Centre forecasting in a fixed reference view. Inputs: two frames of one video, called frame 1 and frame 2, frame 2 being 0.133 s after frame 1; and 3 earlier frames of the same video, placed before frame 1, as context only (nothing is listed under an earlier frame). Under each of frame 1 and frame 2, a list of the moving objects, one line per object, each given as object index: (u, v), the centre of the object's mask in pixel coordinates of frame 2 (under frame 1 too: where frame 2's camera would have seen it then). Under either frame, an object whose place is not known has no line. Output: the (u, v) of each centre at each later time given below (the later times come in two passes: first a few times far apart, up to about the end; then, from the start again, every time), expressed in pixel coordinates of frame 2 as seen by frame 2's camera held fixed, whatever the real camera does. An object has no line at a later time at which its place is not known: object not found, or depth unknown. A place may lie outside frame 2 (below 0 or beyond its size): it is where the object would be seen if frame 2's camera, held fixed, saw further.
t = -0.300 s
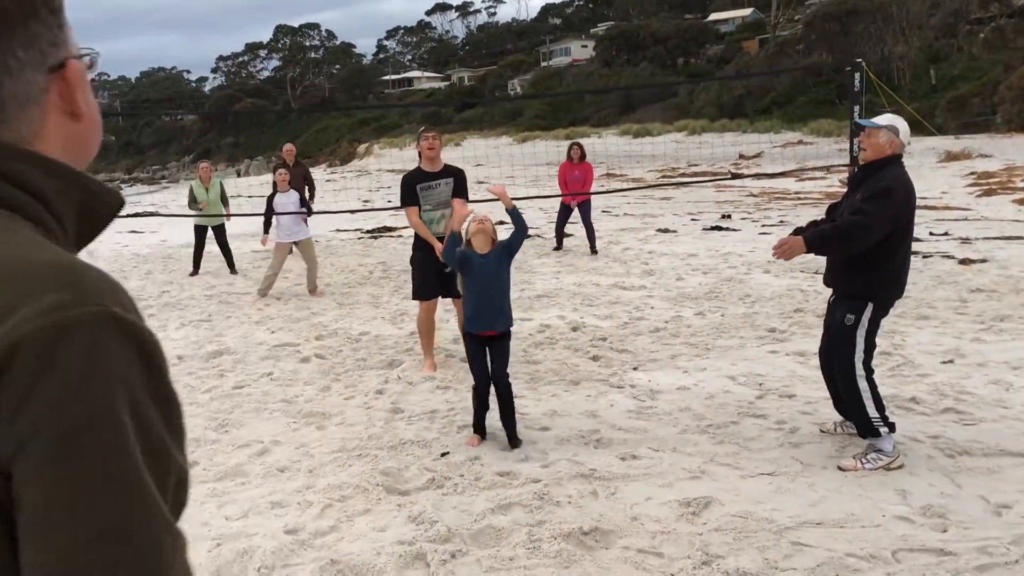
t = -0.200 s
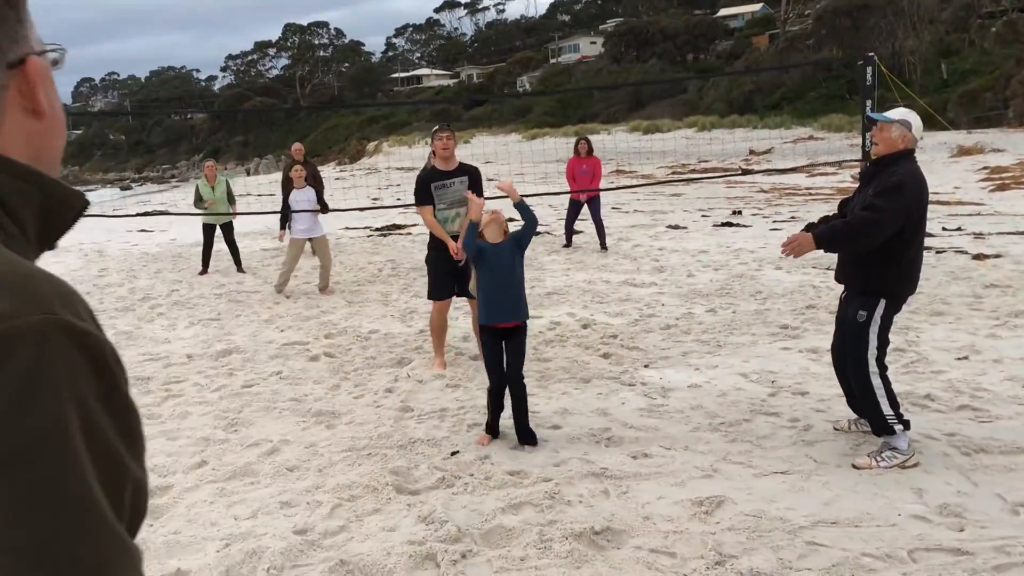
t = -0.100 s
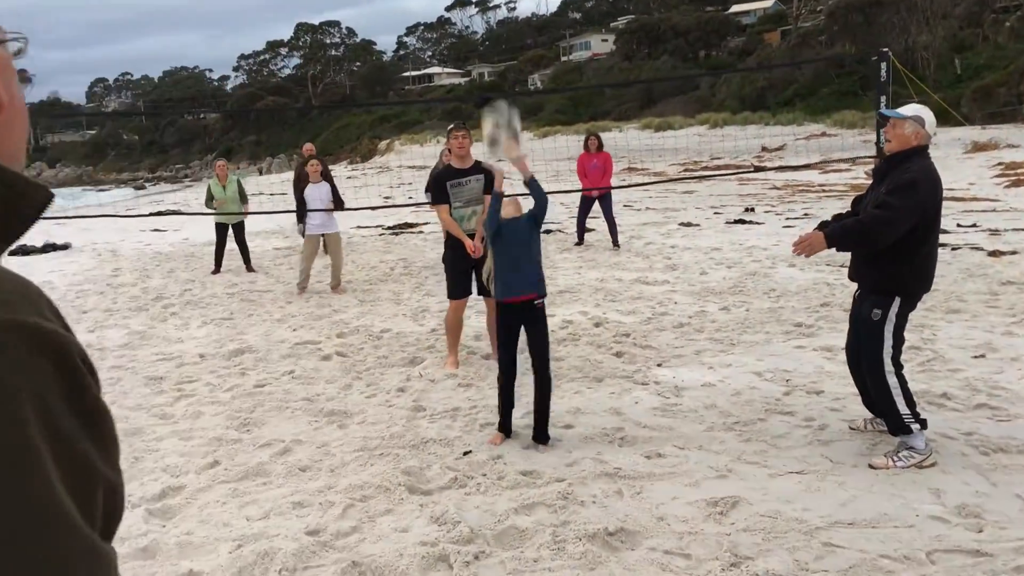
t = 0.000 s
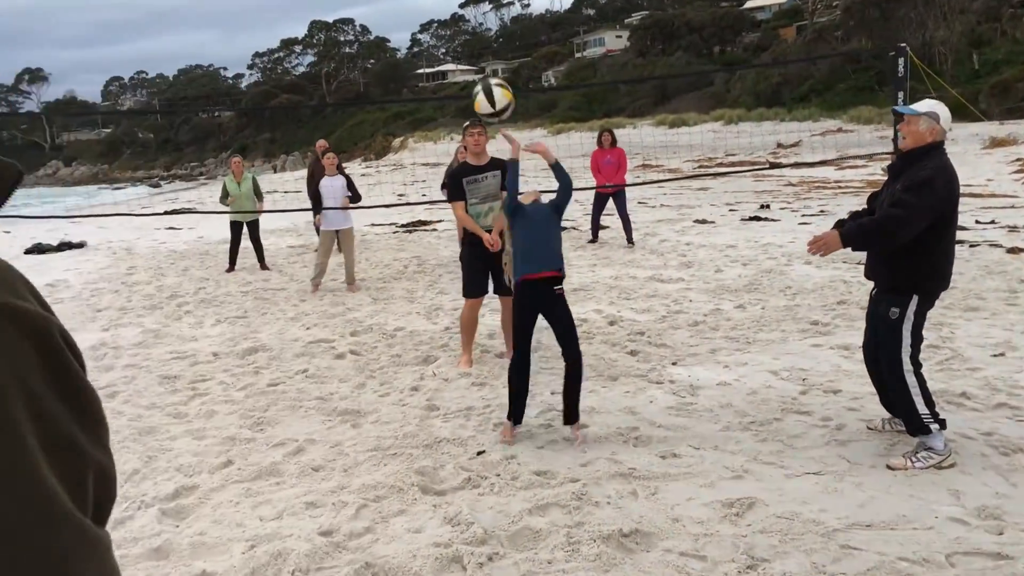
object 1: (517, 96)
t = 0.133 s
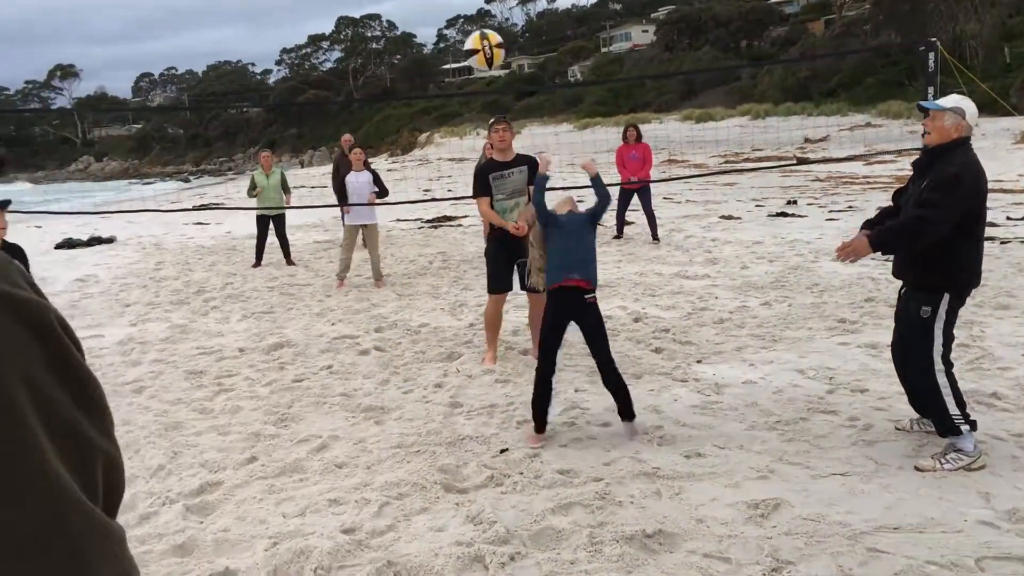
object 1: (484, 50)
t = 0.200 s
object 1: (468, 40)
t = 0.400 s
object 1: (426, 60)
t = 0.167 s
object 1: (477, 45)
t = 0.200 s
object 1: (468, 40)
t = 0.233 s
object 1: (460, 38)
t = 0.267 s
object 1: (454, 39)
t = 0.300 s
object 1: (446, 42)
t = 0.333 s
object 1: (440, 46)
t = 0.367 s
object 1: (433, 51)
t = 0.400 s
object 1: (426, 60)
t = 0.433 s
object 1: (420, 70)
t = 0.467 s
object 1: (414, 81)
